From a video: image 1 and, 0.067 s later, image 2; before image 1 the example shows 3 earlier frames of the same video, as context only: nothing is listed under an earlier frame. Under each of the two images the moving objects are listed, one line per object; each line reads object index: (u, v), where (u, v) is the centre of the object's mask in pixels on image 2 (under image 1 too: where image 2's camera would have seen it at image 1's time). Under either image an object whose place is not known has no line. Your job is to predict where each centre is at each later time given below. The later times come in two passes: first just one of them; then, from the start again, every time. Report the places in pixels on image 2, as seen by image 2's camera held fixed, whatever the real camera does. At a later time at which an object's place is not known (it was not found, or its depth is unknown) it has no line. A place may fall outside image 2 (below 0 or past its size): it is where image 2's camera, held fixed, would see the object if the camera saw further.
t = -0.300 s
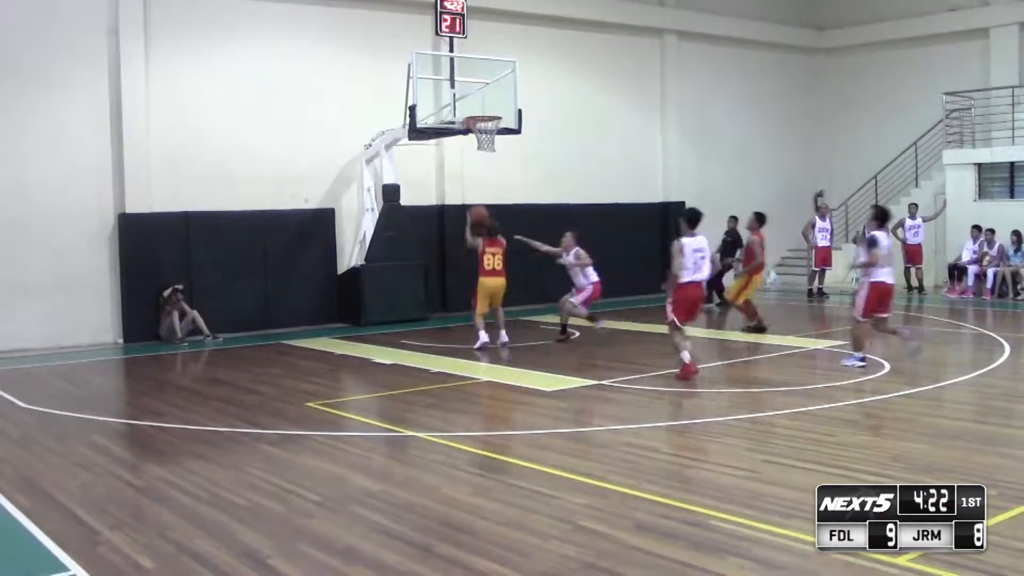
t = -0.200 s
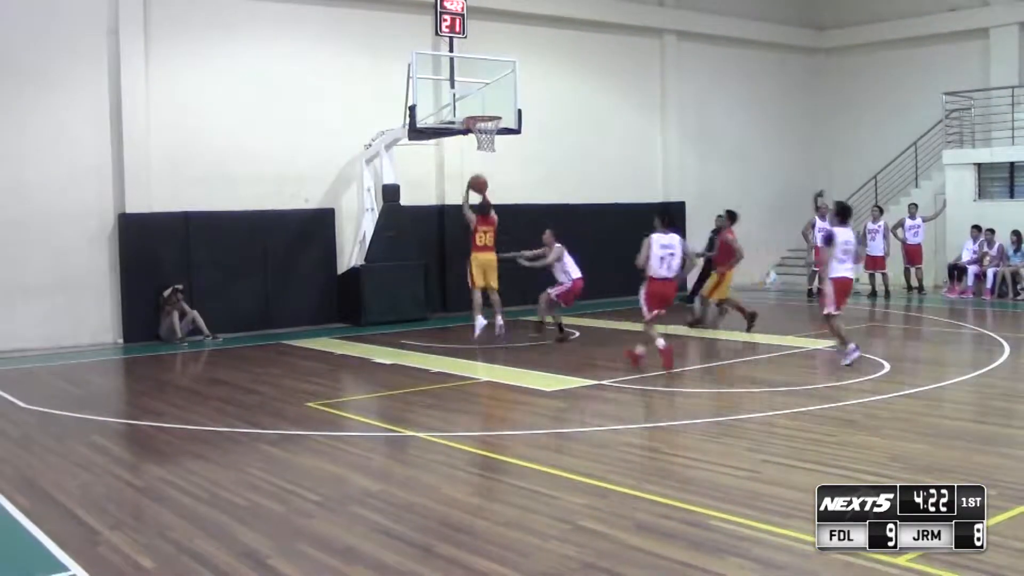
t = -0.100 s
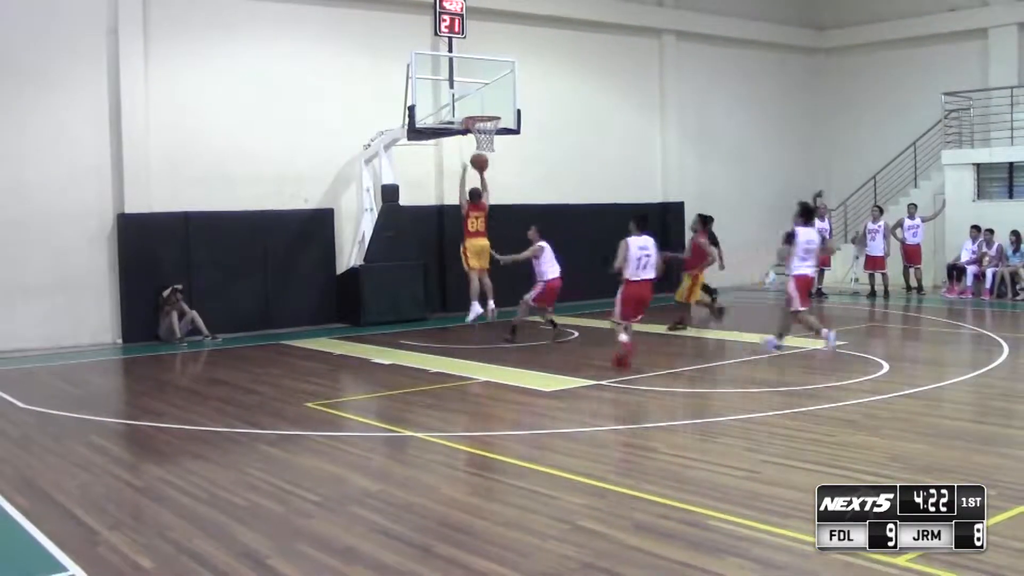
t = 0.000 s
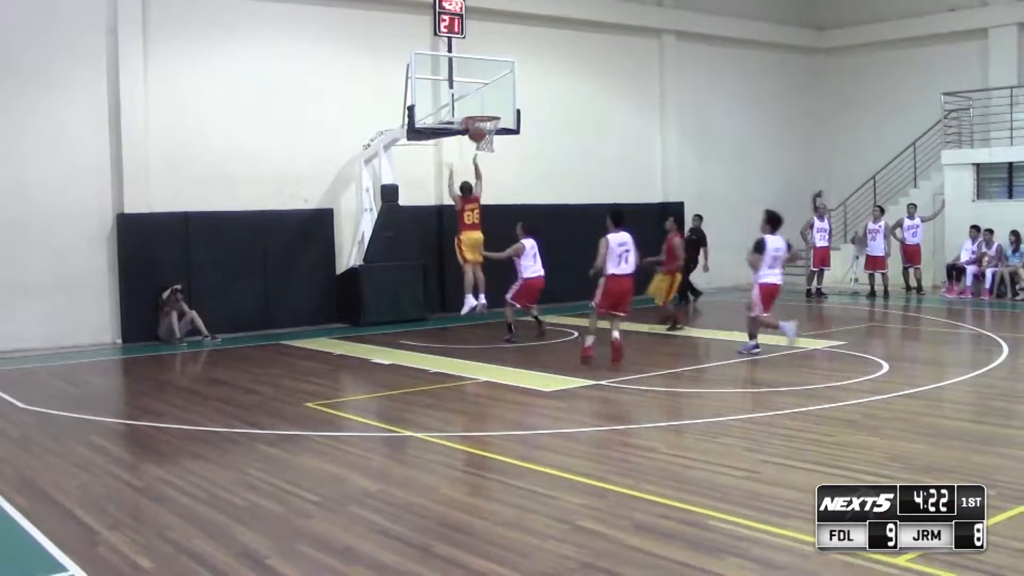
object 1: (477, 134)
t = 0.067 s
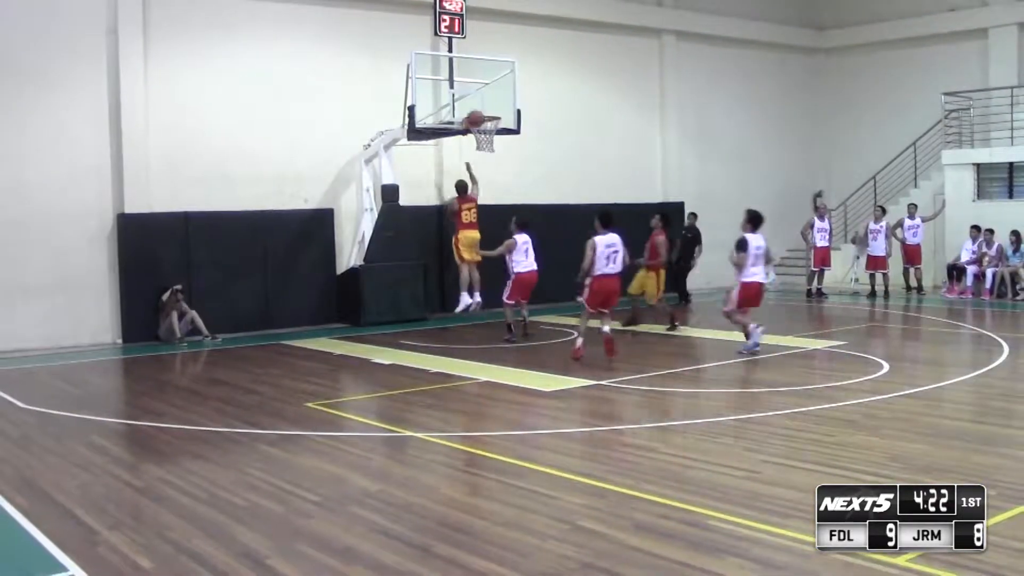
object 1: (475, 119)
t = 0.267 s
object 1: (472, 96)
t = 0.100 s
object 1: (475, 112)
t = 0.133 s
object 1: (475, 108)
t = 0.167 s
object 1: (474, 103)
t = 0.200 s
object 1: (473, 100)
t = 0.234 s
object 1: (473, 97)
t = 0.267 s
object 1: (472, 96)
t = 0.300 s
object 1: (472, 95)
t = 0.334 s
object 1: (472, 95)
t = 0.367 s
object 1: (472, 95)
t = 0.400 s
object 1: (471, 96)
